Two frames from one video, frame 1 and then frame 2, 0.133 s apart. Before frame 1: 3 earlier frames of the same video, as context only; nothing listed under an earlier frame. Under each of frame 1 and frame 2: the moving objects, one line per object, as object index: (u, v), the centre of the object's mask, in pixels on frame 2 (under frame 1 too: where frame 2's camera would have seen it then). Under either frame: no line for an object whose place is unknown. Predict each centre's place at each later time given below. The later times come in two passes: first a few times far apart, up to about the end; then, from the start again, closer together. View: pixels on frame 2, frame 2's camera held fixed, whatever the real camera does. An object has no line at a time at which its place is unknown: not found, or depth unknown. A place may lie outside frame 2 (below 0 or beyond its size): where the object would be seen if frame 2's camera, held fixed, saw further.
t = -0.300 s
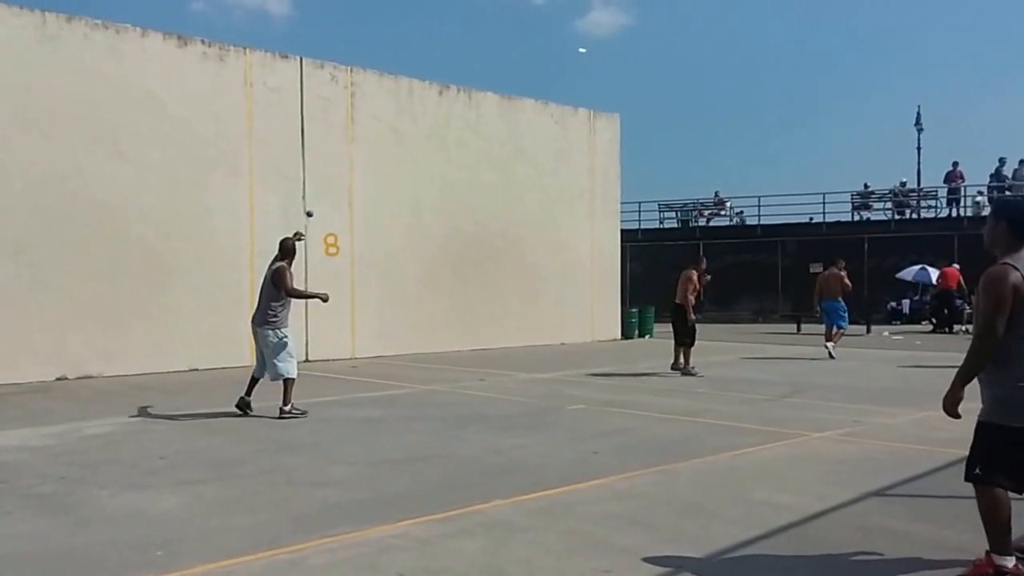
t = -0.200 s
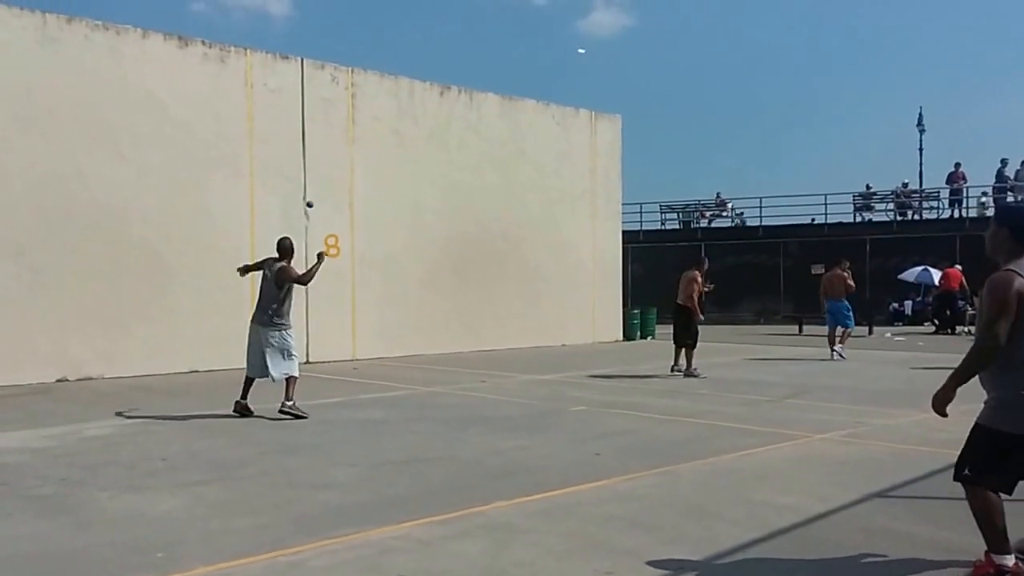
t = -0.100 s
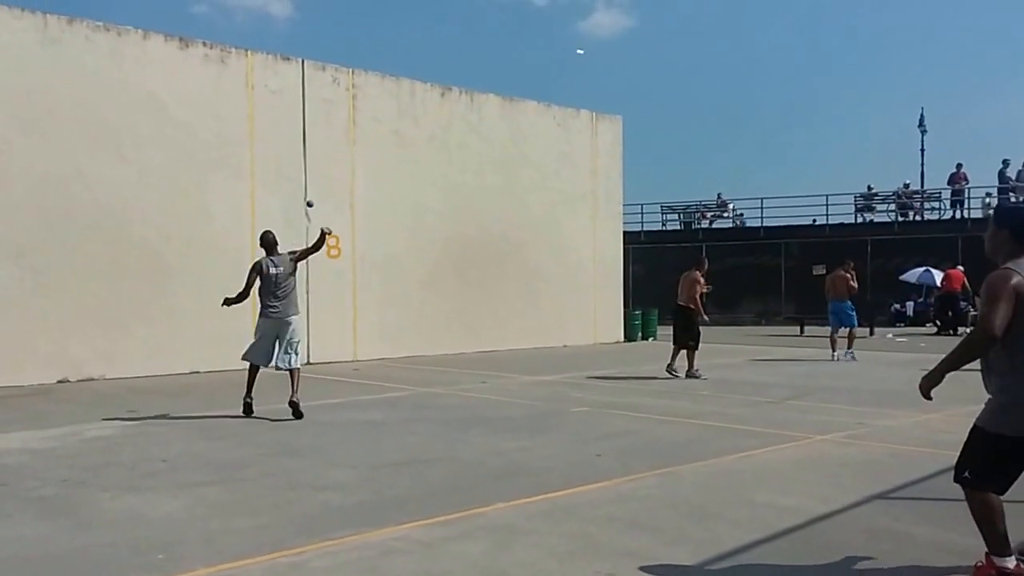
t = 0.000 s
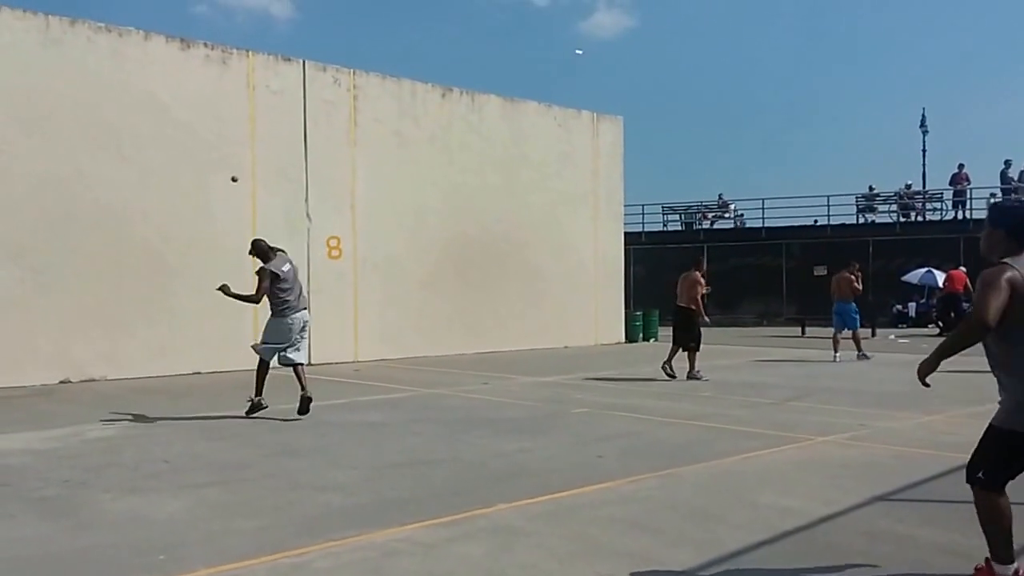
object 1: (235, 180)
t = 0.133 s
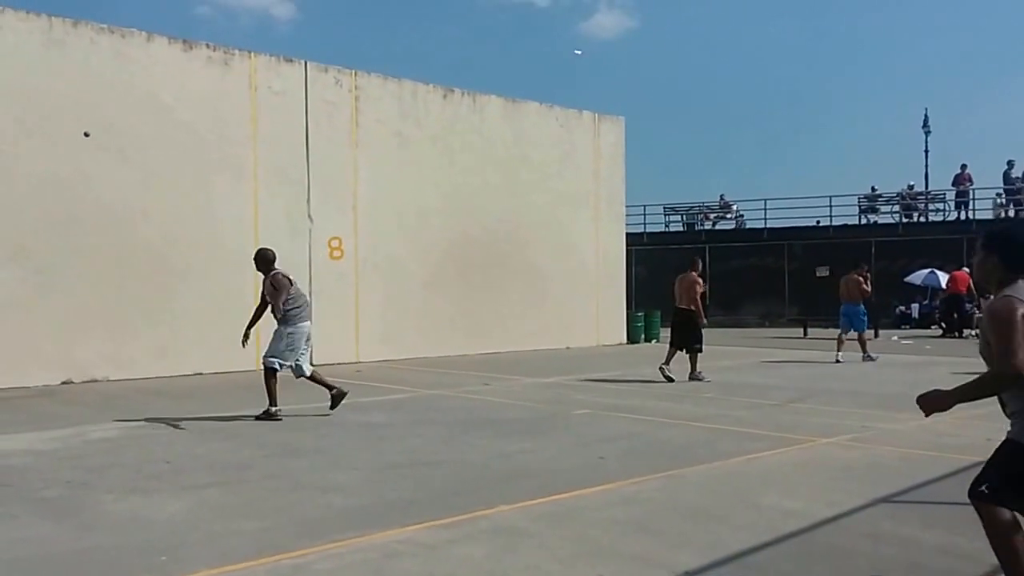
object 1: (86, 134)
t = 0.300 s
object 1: (0, 118)
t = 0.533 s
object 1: (67, 169)
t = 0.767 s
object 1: (157, 320)
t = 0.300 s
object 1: (0, 118)
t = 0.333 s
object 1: (8, 122)
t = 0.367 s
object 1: (17, 127)
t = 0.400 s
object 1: (26, 132)
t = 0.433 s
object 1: (36, 139)
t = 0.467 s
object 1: (46, 148)
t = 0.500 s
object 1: (56, 158)
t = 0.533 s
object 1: (67, 169)
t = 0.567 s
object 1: (78, 182)
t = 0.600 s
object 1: (90, 198)
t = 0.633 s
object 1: (102, 216)
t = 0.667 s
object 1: (114, 236)
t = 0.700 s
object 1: (128, 260)
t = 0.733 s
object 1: (141, 288)
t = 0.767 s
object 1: (157, 320)
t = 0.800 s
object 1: (173, 357)
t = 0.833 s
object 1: (191, 400)
